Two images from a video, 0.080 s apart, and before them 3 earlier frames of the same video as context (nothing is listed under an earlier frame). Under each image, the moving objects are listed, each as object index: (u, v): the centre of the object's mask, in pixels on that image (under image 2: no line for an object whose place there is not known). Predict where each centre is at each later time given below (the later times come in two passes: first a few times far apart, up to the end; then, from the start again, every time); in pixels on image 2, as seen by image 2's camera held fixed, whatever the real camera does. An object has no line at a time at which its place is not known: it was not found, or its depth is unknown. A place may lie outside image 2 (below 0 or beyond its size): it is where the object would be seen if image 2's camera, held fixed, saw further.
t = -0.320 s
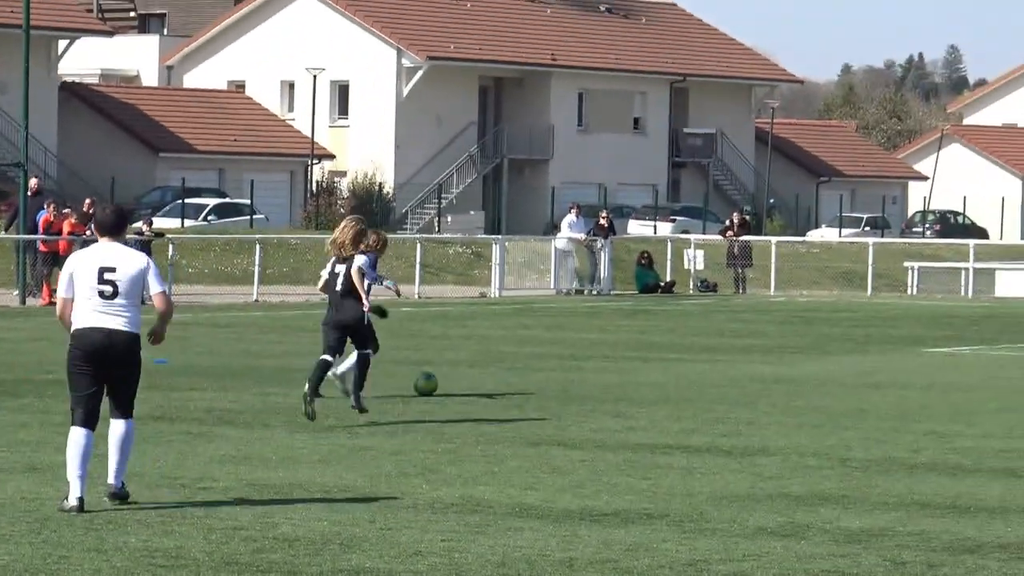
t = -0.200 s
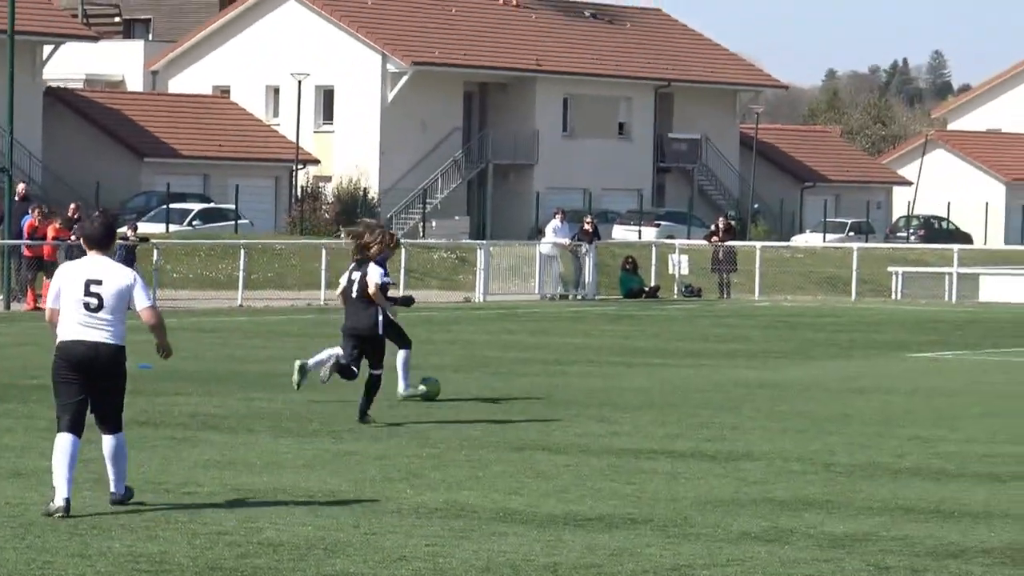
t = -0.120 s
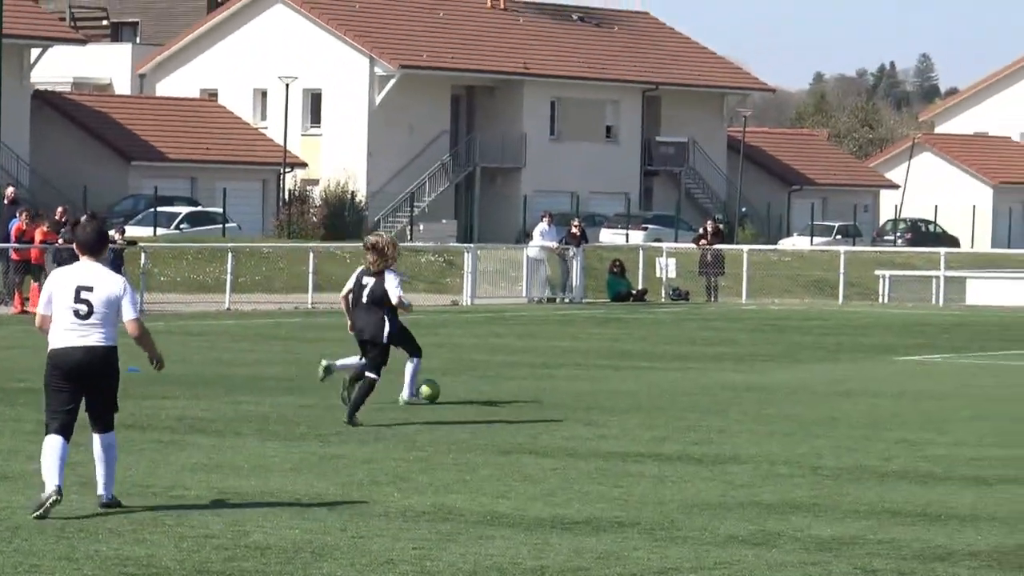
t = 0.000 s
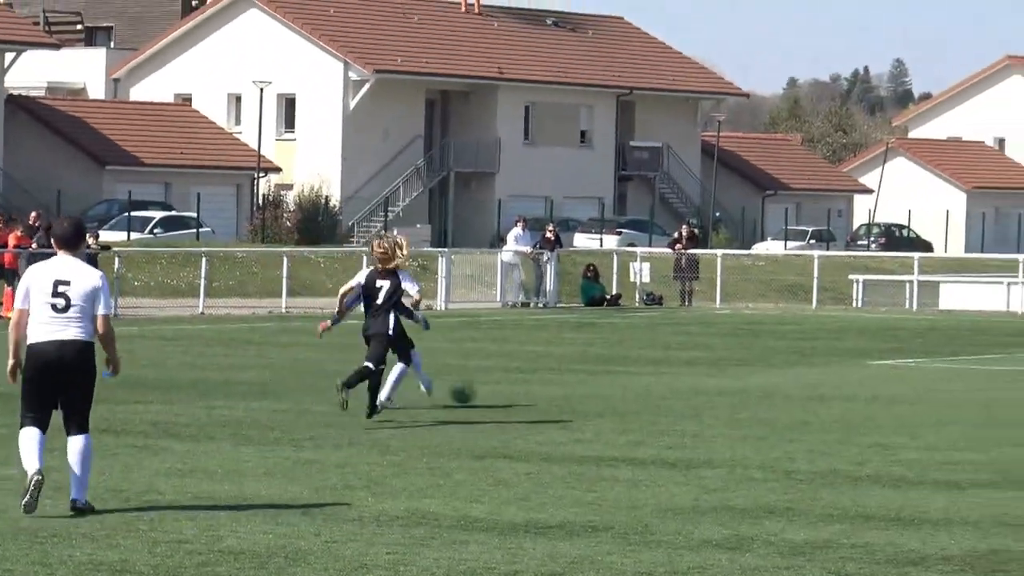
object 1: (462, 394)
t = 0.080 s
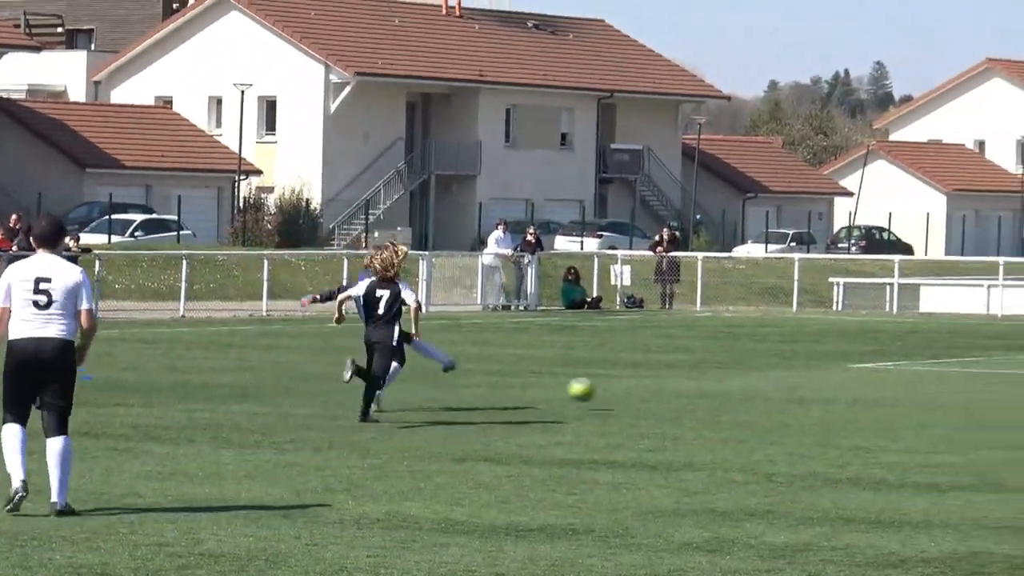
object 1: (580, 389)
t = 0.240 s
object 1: (843, 393)
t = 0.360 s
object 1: (1017, 387)
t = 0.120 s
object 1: (648, 391)
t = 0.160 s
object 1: (716, 393)
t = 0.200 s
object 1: (784, 397)
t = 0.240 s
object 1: (843, 393)
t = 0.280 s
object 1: (901, 388)
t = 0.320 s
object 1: (959, 387)
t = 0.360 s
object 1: (1017, 387)
